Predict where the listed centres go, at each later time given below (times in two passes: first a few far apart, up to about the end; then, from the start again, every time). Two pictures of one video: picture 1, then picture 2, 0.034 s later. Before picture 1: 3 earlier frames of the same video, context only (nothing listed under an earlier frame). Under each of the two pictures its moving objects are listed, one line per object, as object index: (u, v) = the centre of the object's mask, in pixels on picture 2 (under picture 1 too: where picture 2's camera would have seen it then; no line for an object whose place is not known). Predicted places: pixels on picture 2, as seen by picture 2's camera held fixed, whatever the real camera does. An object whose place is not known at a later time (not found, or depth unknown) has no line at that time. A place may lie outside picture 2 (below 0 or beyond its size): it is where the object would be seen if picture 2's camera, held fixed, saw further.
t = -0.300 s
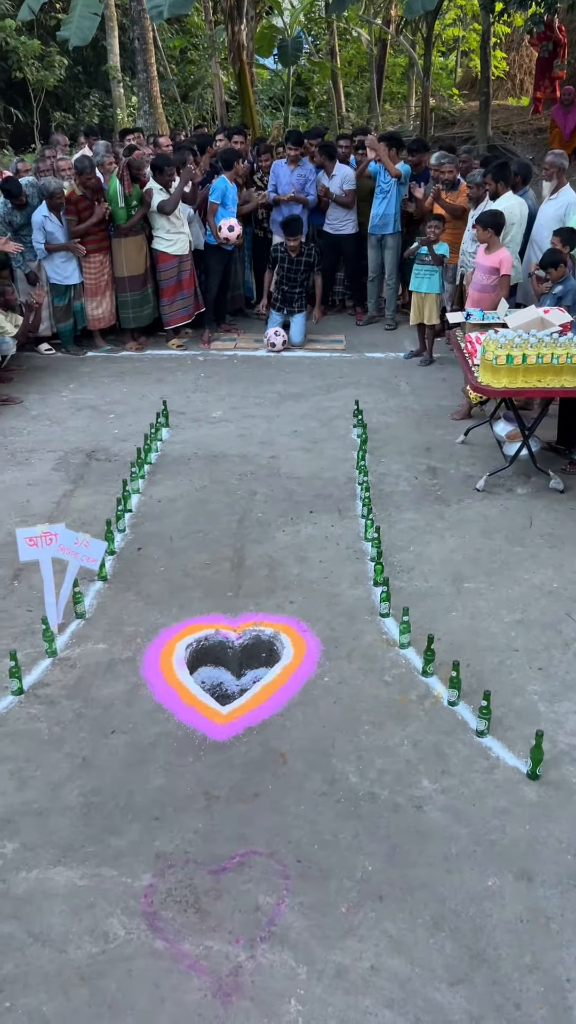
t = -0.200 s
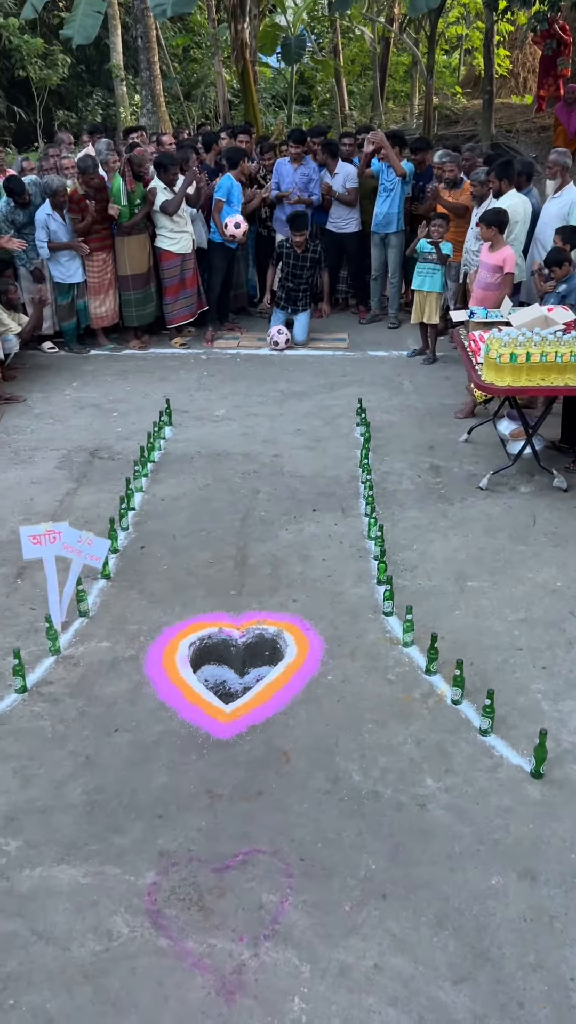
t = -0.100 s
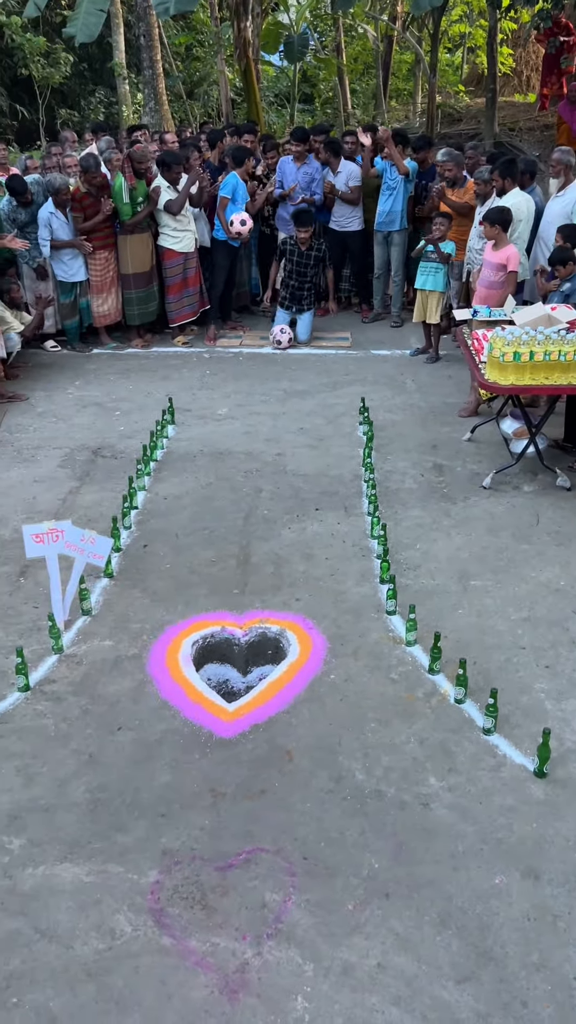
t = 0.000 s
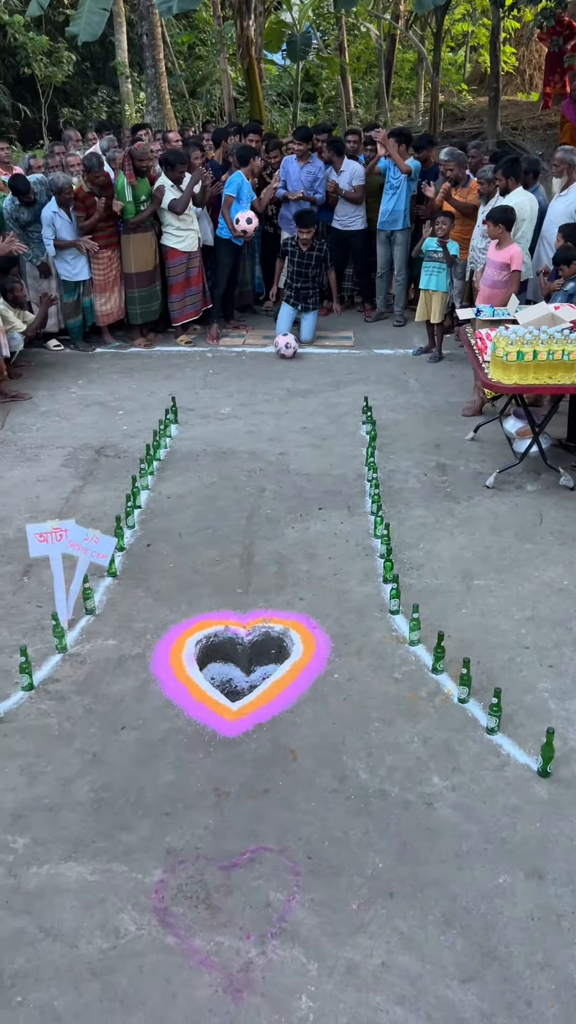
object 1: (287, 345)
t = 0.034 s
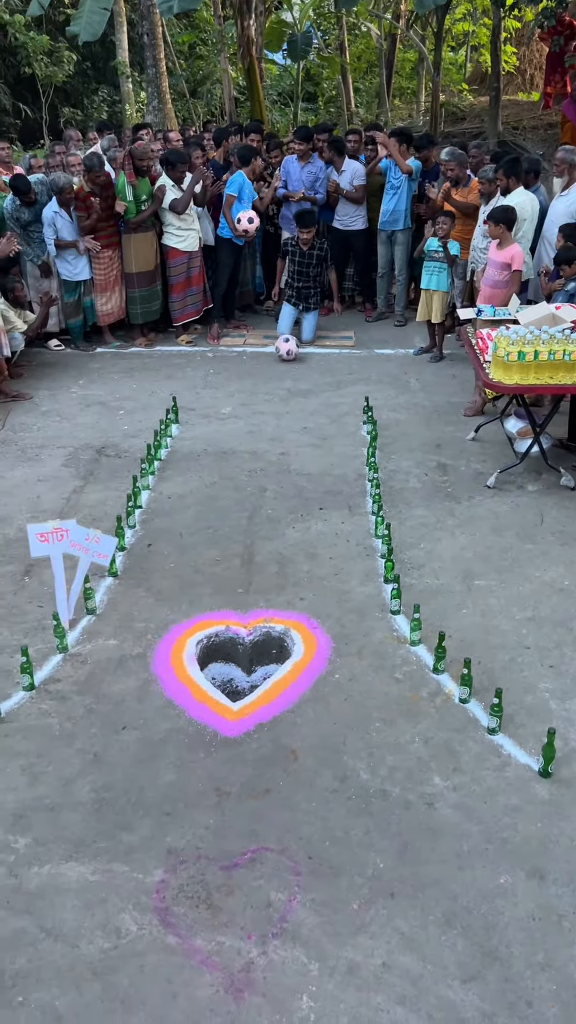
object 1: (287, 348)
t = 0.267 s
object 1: (289, 365)
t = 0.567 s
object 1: (290, 392)
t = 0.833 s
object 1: (292, 417)
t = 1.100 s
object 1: (293, 442)
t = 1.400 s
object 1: (295, 478)
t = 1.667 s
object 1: (297, 514)
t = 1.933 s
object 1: (298, 554)
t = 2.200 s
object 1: (301, 600)
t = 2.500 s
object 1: (304, 663)
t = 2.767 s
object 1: (308, 725)
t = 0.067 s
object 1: (288, 351)
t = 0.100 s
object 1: (288, 354)
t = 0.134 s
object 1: (288, 355)
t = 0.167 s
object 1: (288, 357)
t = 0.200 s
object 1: (288, 361)
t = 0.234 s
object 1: (289, 364)
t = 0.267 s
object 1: (289, 365)
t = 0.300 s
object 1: (289, 369)
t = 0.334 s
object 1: (289, 371)
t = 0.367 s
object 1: (289, 374)
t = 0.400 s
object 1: (289, 378)
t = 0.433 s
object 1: (290, 381)
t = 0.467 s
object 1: (290, 384)
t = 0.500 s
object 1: (290, 387)
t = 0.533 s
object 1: (290, 389)
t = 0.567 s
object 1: (290, 392)
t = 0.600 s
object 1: (290, 395)
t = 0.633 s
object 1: (291, 398)
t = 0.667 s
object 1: (291, 401)
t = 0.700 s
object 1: (291, 404)
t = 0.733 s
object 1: (291, 407)
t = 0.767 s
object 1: (292, 410)
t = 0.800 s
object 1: (292, 414)
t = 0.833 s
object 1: (292, 417)
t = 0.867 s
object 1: (292, 418)
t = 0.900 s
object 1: (292, 422)
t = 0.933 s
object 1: (292, 426)
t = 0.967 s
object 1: (292, 429)
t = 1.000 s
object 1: (292, 432)
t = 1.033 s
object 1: (292, 436)
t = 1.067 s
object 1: (293, 439)
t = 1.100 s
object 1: (293, 442)
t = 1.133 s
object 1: (293, 447)
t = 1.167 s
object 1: (294, 450)
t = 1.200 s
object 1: (294, 453)
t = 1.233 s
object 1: (294, 458)
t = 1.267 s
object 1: (294, 462)
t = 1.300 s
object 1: (294, 465)
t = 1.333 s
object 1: (294, 469)
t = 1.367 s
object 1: (295, 472)
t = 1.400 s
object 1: (295, 478)
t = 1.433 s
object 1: (295, 482)
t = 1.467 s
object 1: (295, 487)
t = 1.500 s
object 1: (296, 490)
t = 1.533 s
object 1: (296, 495)
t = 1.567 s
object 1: (296, 499)
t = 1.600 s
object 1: (296, 504)
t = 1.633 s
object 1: (297, 508)
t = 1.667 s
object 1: (297, 514)
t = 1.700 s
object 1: (297, 519)
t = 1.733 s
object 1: (297, 523)
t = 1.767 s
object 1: (298, 527)
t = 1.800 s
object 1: (298, 533)
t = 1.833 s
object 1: (298, 538)
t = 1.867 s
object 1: (298, 544)
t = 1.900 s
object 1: (299, 549)
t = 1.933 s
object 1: (298, 554)
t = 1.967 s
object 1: (299, 560)
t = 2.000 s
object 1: (299, 564)
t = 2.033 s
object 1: (300, 570)
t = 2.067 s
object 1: (300, 577)
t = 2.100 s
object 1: (300, 581)
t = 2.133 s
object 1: (300, 588)
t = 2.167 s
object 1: (301, 594)
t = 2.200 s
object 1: (301, 600)
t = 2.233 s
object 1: (302, 607)
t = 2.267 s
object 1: (302, 613)
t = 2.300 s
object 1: (303, 621)
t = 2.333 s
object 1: (303, 627)
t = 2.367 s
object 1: (303, 634)
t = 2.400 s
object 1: (303, 641)
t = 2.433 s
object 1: (304, 648)
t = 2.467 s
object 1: (303, 655)
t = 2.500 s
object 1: (304, 663)
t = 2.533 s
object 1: (304, 670)
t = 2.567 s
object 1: (305, 676)
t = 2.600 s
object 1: (305, 683)
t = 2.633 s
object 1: (306, 692)
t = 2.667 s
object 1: (306, 699)
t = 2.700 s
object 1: (307, 708)
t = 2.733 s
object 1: (307, 717)
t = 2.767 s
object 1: (308, 725)
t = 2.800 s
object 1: (308, 734)
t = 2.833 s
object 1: (309, 742)
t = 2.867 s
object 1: (310, 752)
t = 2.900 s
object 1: (311, 761)
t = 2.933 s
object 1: (312, 769)
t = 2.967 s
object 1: (313, 780)
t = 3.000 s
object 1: (313, 787)
